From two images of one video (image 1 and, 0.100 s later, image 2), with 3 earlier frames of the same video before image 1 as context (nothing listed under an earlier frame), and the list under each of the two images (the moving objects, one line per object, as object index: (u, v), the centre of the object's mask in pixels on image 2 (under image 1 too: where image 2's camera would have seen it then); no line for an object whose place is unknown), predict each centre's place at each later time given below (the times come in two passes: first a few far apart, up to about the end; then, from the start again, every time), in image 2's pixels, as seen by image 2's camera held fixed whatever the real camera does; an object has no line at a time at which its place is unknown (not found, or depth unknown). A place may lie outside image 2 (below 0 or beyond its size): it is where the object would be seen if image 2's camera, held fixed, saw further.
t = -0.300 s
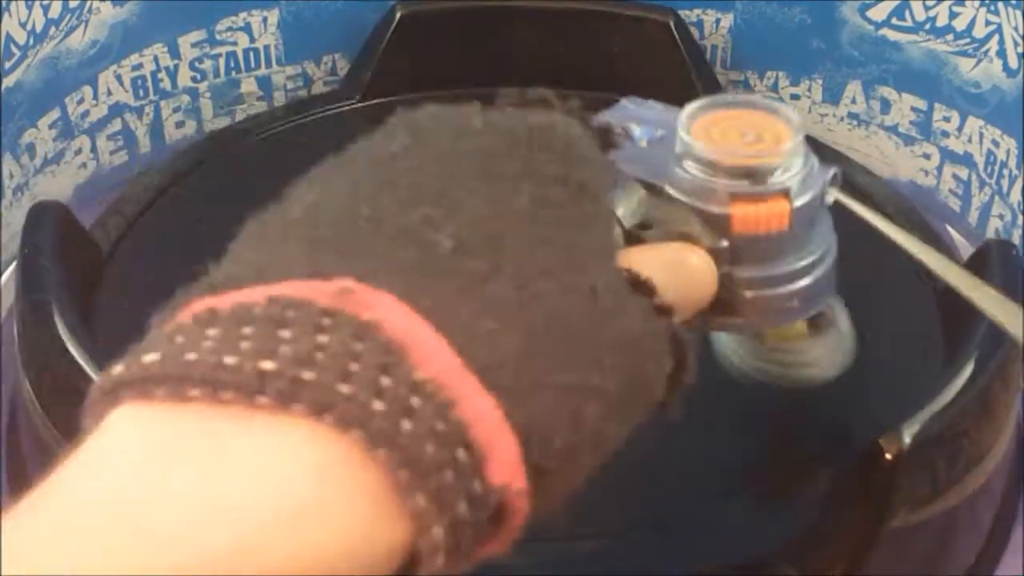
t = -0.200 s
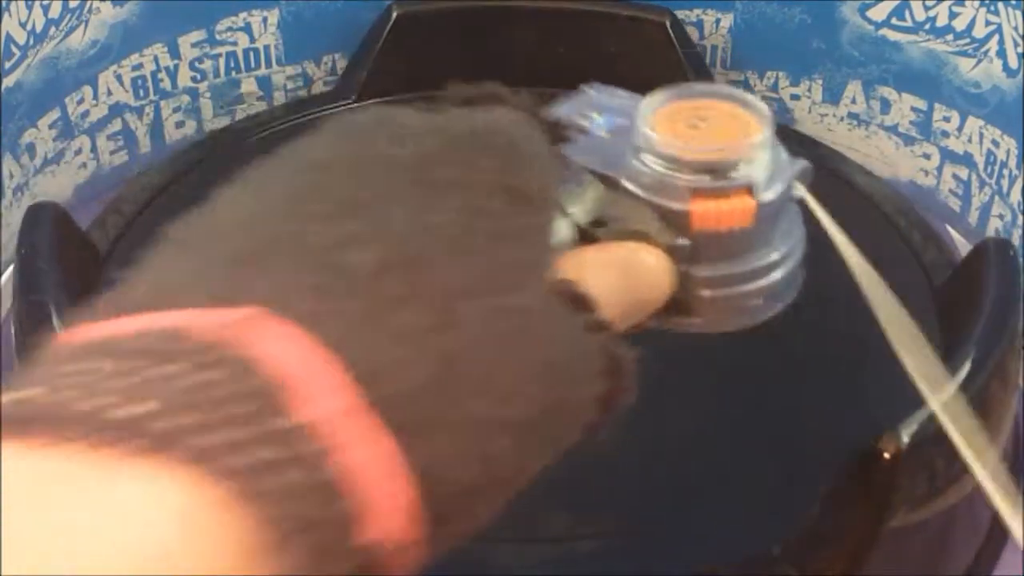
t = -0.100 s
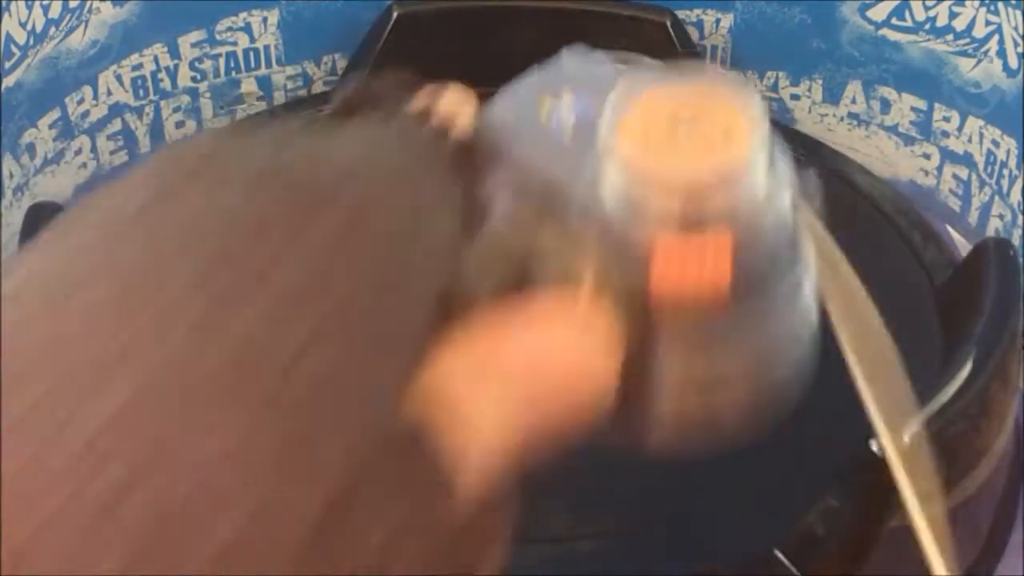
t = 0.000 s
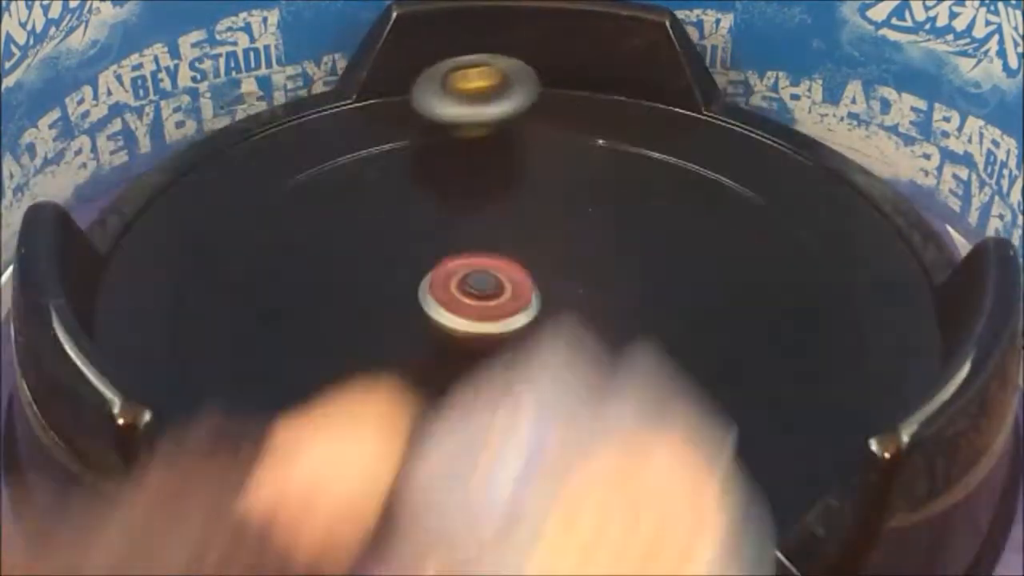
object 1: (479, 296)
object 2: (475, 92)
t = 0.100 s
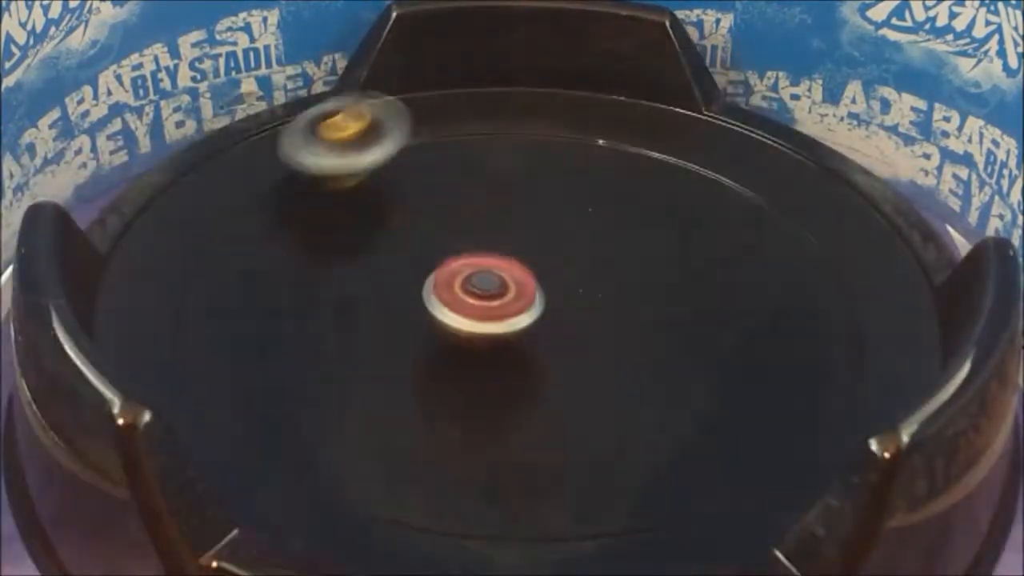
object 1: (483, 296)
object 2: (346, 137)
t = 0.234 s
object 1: (491, 288)
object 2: (247, 243)
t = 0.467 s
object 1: (494, 284)
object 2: (476, 441)
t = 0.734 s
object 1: (499, 284)
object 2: (818, 339)
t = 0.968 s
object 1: (498, 284)
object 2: (787, 220)
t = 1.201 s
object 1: (512, 285)
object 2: (645, 197)
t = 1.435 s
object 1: (522, 315)
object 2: (526, 206)
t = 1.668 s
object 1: (581, 315)
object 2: (470, 242)
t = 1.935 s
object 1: (596, 287)
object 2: (451, 286)
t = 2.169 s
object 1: (612, 277)
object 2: (423, 317)
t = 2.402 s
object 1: (563, 277)
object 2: (468, 341)
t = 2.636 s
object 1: (531, 266)
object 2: (489, 363)
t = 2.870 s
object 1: (474, 289)
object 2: (527, 363)
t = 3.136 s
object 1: (440, 302)
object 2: (573, 355)
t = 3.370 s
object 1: (436, 318)
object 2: (589, 332)
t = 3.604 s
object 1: (440, 321)
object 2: (600, 303)
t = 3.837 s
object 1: (464, 321)
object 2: (583, 276)
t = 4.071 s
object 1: (405, 321)
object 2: (641, 212)
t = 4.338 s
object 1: (420, 324)
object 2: (629, 181)
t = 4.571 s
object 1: (525, 310)
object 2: (539, 205)
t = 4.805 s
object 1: (610, 343)
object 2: (482, 213)
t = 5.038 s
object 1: (668, 306)
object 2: (481, 250)
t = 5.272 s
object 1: (654, 278)
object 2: (508, 272)
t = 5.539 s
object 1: (649, 280)
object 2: (487, 287)
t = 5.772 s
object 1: (622, 284)
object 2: (476, 310)
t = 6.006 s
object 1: (691, 267)
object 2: (362, 332)
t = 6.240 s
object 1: (617, 269)
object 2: (388, 363)
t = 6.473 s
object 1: (538, 278)
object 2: (494, 367)
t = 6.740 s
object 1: (464, 226)
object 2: (538, 361)
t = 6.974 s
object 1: (389, 224)
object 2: (537, 340)
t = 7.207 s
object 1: (350, 239)
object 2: (527, 319)
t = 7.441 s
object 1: (367, 271)
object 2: (512, 299)
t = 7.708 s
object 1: (419, 294)
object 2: (560, 281)
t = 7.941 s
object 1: (463, 313)
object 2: (584, 245)
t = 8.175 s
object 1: (513, 335)
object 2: (587, 211)
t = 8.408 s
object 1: (580, 339)
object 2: (551, 216)
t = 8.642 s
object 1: (625, 328)
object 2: (525, 247)
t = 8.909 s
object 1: (680, 339)
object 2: (507, 240)
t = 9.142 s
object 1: (666, 324)
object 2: (481, 256)
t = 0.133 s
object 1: (484, 294)
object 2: (308, 160)
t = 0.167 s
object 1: (487, 292)
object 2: (279, 186)
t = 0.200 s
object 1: (489, 290)
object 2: (259, 213)
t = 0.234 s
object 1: (491, 288)
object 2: (247, 243)
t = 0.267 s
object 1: (492, 287)
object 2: (245, 275)
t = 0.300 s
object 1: (493, 286)
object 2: (255, 313)
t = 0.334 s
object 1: (493, 285)
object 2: (279, 349)
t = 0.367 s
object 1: (493, 285)
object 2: (314, 381)
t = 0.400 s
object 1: (493, 284)
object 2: (361, 408)
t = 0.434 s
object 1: (494, 284)
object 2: (415, 428)
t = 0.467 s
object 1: (494, 284)
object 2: (476, 441)
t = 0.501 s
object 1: (495, 284)
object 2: (536, 446)
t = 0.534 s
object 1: (496, 284)
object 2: (596, 444)
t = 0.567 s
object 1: (498, 284)
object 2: (650, 435)
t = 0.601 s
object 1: (500, 283)
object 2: (700, 422)
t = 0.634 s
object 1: (500, 283)
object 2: (741, 404)
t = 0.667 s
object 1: (499, 283)
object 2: (775, 383)
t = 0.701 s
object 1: (499, 284)
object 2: (800, 362)
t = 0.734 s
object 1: (499, 284)
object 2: (818, 339)
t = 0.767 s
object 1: (499, 283)
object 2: (829, 317)
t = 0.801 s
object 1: (499, 283)
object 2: (834, 296)
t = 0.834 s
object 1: (499, 284)
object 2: (832, 276)
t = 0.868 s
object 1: (498, 284)
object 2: (826, 259)
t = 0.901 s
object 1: (498, 284)
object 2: (815, 244)
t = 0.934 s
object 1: (499, 284)
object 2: (802, 230)
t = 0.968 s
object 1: (498, 284)
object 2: (787, 220)
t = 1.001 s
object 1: (499, 284)
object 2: (769, 212)
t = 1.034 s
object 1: (500, 284)
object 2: (751, 206)
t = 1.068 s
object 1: (502, 284)
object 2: (730, 201)
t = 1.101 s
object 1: (503, 284)
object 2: (710, 198)
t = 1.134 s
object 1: (505, 284)
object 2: (689, 196)
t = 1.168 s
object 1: (508, 285)
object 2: (667, 196)
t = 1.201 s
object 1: (512, 285)
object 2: (645, 197)
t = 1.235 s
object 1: (517, 284)
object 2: (623, 199)
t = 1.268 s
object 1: (523, 283)
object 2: (601, 202)
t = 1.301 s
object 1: (526, 283)
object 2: (579, 206)
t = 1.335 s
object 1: (527, 290)
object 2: (562, 206)
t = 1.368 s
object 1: (524, 301)
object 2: (549, 204)
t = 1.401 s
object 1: (522, 309)
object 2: (537, 204)
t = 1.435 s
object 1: (522, 315)
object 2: (526, 206)
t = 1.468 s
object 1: (524, 318)
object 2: (515, 210)
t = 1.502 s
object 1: (531, 320)
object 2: (505, 214)
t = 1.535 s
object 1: (540, 321)
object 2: (496, 218)
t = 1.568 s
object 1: (550, 321)
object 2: (489, 224)
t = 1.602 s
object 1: (561, 320)
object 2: (482, 229)
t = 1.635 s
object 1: (571, 318)
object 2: (475, 235)
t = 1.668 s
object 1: (581, 315)
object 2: (470, 242)
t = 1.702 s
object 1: (588, 312)
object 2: (465, 248)
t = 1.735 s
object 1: (593, 307)
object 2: (462, 254)
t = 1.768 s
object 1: (597, 303)
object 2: (460, 260)
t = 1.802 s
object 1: (598, 299)
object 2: (459, 266)
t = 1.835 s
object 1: (597, 295)
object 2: (458, 272)
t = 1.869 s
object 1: (594, 293)
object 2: (459, 278)
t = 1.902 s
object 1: (590, 291)
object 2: (460, 284)
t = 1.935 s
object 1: (596, 287)
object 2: (451, 286)
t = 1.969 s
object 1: (611, 287)
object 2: (435, 290)
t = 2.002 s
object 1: (623, 285)
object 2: (423, 293)
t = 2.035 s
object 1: (628, 284)
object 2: (417, 297)
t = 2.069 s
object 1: (627, 282)
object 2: (415, 302)
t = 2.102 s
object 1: (623, 280)
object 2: (416, 307)
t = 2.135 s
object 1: (618, 278)
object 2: (419, 312)
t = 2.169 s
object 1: (612, 277)
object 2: (423, 317)
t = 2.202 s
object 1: (605, 275)
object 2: (428, 321)
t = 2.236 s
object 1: (598, 275)
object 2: (433, 325)
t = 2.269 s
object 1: (591, 274)
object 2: (439, 329)
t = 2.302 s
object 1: (584, 275)
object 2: (445, 333)
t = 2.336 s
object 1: (577, 275)
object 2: (452, 336)
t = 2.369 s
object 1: (570, 276)
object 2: (460, 338)
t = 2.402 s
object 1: (563, 277)
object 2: (468, 341)
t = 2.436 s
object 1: (556, 277)
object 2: (475, 342)
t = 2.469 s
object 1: (549, 277)
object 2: (482, 344)
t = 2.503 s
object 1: (547, 273)
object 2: (480, 350)
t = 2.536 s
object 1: (547, 268)
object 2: (478, 356)
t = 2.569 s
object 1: (545, 265)
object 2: (479, 360)
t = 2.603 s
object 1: (539, 265)
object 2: (484, 361)
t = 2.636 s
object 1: (531, 266)
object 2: (489, 363)
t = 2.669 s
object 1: (521, 268)
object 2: (495, 364)
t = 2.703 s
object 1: (512, 271)
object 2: (501, 365)
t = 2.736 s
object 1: (503, 274)
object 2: (506, 365)
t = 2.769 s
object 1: (494, 277)
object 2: (511, 365)
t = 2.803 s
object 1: (487, 281)
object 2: (517, 364)
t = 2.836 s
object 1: (480, 285)
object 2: (522, 364)
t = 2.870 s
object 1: (474, 289)
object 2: (527, 363)
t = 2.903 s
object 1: (467, 292)
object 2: (534, 364)
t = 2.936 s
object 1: (460, 290)
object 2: (544, 368)
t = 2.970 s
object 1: (454, 287)
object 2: (552, 368)
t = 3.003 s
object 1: (450, 289)
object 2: (558, 366)
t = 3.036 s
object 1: (447, 292)
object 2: (562, 364)
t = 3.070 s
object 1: (444, 295)
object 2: (566, 361)
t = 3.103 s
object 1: (441, 300)
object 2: (570, 358)
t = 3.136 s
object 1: (440, 302)
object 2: (573, 355)
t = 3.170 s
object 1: (438, 306)
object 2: (575, 352)
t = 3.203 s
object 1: (438, 309)
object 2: (576, 349)
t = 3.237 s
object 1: (438, 312)
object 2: (577, 345)
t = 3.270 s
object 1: (439, 314)
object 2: (578, 342)
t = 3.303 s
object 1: (441, 317)
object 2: (578, 338)
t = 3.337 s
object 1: (444, 320)
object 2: (578, 335)
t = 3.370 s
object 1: (436, 318)
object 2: (589, 332)
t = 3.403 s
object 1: (426, 316)
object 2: (601, 329)
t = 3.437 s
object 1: (423, 316)
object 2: (606, 325)
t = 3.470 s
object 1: (423, 316)
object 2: (608, 321)
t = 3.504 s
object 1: (426, 318)
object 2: (607, 316)
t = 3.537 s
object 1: (430, 320)
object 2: (605, 312)
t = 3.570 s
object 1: (435, 320)
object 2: (602, 308)
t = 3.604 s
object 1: (440, 321)
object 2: (600, 303)
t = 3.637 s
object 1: (445, 321)
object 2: (597, 299)
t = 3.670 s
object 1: (450, 322)
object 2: (593, 296)
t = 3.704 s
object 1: (455, 322)
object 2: (590, 292)
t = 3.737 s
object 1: (460, 321)
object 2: (585, 289)
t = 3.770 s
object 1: (466, 320)
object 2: (581, 286)
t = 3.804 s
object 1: (466, 320)
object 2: (581, 281)
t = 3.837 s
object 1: (464, 321)
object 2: (583, 276)
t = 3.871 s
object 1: (465, 321)
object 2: (584, 272)
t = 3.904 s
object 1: (471, 320)
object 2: (581, 269)
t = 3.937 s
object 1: (478, 319)
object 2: (577, 266)
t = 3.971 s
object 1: (482, 320)
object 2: (573, 262)
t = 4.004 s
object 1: (457, 321)
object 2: (596, 238)
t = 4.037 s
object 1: (430, 325)
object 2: (622, 230)
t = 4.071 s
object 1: (405, 321)
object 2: (641, 212)
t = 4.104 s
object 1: (383, 333)
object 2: (656, 207)
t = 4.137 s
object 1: (370, 325)
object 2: (665, 199)
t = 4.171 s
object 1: (361, 332)
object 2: (667, 192)
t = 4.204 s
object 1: (359, 331)
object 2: (663, 186)
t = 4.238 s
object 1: (365, 330)
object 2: (656, 183)
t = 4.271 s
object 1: (378, 328)
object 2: (648, 182)
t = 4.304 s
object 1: (398, 326)
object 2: (639, 181)
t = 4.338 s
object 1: (420, 324)
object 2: (629, 181)
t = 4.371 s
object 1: (441, 322)
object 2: (618, 182)
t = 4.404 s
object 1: (461, 320)
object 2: (606, 183)
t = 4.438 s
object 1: (478, 318)
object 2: (594, 186)
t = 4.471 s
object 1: (492, 317)
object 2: (579, 190)
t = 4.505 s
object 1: (504, 315)
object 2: (566, 194)
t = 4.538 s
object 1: (515, 313)
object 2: (552, 200)
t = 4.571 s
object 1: (525, 310)
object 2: (539, 205)
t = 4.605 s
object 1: (535, 307)
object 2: (528, 211)
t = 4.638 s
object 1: (544, 304)
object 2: (519, 217)
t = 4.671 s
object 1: (555, 307)
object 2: (510, 220)
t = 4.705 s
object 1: (571, 322)
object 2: (500, 213)
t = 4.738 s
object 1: (585, 334)
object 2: (491, 210)
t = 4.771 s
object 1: (598, 341)
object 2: (486, 211)
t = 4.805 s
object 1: (610, 343)
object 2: (482, 213)
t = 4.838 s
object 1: (622, 343)
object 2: (479, 217)
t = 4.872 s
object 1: (633, 339)
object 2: (476, 222)
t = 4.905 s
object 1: (644, 334)
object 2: (475, 228)
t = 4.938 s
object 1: (654, 327)
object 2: (475, 234)
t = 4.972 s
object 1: (662, 319)
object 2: (476, 239)
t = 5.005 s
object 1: (666, 312)
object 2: (478, 245)
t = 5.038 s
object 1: (668, 306)
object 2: (481, 250)
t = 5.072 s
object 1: (668, 299)
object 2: (485, 255)
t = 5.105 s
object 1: (667, 293)
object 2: (489, 259)
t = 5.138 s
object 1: (666, 289)
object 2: (494, 263)
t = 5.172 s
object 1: (663, 285)
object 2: (498, 266)
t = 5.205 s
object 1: (661, 282)
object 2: (501, 268)
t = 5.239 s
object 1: (658, 280)
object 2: (505, 270)
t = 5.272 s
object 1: (654, 278)
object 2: (508, 272)
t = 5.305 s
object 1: (648, 277)
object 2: (512, 274)
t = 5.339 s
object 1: (644, 277)
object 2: (513, 276)
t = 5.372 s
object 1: (648, 278)
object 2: (506, 277)
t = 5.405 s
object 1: (647, 279)
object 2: (503, 280)
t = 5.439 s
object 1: (643, 280)
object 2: (504, 282)
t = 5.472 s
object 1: (637, 281)
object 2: (506, 285)
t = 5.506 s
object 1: (639, 280)
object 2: (501, 286)
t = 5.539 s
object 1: (649, 280)
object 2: (487, 287)
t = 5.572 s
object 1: (653, 281)
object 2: (476, 288)
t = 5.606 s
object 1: (651, 282)
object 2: (470, 291)
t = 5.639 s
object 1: (646, 282)
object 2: (469, 295)
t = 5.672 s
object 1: (641, 282)
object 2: (470, 299)
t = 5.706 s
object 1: (635, 283)
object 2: (472, 302)
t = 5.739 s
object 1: (629, 283)
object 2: (474, 306)
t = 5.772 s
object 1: (622, 284)
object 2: (476, 310)
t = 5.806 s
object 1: (614, 285)
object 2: (479, 313)
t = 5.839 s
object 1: (606, 287)
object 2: (482, 316)
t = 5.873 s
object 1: (613, 285)
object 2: (468, 317)
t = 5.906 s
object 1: (640, 277)
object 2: (433, 324)
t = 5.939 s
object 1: (665, 272)
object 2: (403, 327)
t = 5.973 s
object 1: (682, 269)
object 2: (379, 329)
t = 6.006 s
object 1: (691, 267)
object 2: (362, 332)
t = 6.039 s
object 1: (691, 268)
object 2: (353, 335)
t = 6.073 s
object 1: (683, 267)
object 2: (351, 340)
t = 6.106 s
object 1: (670, 267)
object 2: (354, 346)
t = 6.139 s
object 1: (656, 267)
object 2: (360, 351)
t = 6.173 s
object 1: (643, 267)
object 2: (367, 356)
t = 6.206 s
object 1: (630, 268)
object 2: (377, 359)
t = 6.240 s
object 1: (617, 269)
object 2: (388, 363)
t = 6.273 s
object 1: (604, 270)
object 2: (403, 366)
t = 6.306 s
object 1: (592, 271)
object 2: (418, 369)
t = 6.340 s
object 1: (580, 274)
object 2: (434, 371)
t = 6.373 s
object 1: (569, 275)
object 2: (451, 372)
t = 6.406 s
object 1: (558, 275)
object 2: (466, 371)
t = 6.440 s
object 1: (548, 277)
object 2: (481, 370)
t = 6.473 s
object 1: (538, 278)
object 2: (494, 367)
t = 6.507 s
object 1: (529, 279)
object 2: (505, 364)
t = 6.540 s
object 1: (519, 279)
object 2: (514, 359)
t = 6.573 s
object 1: (511, 276)
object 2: (521, 358)
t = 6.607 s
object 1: (504, 260)
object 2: (525, 366)
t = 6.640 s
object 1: (496, 246)
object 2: (528, 368)
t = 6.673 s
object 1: (487, 236)
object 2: (531, 367)
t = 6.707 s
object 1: (476, 229)
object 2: (535, 364)
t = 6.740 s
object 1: (464, 226)
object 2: (538, 361)
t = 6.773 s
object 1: (452, 225)
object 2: (539, 357)
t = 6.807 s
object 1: (441, 225)
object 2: (540, 354)
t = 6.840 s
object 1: (430, 224)
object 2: (540, 351)
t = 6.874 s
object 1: (419, 224)
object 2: (540, 348)
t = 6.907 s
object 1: (408, 223)
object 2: (539, 346)
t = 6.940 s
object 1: (398, 224)
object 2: (538, 343)
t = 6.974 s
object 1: (389, 224)
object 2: (537, 340)
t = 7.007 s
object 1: (381, 224)
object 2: (537, 337)
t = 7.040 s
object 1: (373, 227)
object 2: (535, 334)
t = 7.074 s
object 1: (367, 228)
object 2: (534, 331)
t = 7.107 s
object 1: (361, 230)
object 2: (533, 328)
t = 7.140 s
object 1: (356, 233)
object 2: (531, 325)
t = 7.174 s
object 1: (353, 236)
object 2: (529, 322)
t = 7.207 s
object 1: (350, 239)
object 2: (527, 319)
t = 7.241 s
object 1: (349, 243)
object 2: (525, 316)
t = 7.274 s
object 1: (349, 247)
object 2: (523, 313)
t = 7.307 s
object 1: (351, 252)
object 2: (521, 310)
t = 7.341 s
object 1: (353, 257)
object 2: (519, 307)
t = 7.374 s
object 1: (356, 261)
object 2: (516, 304)
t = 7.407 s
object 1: (361, 266)
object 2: (514, 302)
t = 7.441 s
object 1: (367, 271)
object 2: (512, 299)
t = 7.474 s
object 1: (374, 276)
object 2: (509, 296)
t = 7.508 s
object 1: (377, 279)
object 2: (511, 292)
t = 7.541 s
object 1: (372, 280)
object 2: (526, 294)
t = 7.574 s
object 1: (375, 281)
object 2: (539, 293)
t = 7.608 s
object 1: (383, 284)
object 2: (550, 291)
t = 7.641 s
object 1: (394, 288)
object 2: (556, 289)
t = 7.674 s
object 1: (407, 291)
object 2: (560, 286)
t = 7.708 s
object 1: (419, 294)
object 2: (560, 281)
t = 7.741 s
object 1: (432, 297)
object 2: (559, 277)
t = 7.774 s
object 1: (440, 299)
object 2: (561, 273)
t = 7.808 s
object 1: (447, 302)
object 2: (565, 269)
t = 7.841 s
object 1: (454, 304)
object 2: (570, 264)
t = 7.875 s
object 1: (463, 305)
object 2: (571, 260)
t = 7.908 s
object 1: (472, 307)
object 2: (572, 256)
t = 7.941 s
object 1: (463, 313)
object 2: (584, 245)
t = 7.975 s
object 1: (459, 317)
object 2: (594, 237)
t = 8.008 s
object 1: (463, 321)
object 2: (598, 230)
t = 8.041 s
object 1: (471, 324)
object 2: (598, 225)
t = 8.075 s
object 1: (481, 328)
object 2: (596, 220)
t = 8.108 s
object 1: (492, 330)
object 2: (593, 216)
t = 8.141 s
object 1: (502, 333)
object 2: (590, 213)
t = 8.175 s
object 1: (513, 335)
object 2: (587, 211)
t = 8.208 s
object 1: (524, 337)
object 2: (583, 209)
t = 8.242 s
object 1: (534, 338)
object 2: (579, 208)
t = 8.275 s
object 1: (544, 339)
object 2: (574, 208)
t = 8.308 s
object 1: (554, 339)
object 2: (569, 209)
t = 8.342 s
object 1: (563, 339)
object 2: (564, 210)
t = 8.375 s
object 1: (571, 339)
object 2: (558, 212)
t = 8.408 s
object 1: (580, 339)
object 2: (551, 216)
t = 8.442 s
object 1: (588, 338)
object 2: (545, 220)
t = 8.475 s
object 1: (596, 337)
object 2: (539, 224)
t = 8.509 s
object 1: (603, 335)
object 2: (534, 229)
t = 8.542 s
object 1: (609, 334)
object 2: (530, 234)
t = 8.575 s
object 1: (615, 332)
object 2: (527, 239)
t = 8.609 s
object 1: (621, 330)
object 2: (525, 243)
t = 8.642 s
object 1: (625, 328)
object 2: (525, 247)
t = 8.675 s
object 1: (629, 326)
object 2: (527, 250)
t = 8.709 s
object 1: (632, 324)
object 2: (529, 252)
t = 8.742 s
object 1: (633, 322)
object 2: (531, 255)
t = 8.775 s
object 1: (634, 320)
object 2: (534, 257)
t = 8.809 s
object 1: (635, 317)
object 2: (536, 260)
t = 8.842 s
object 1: (639, 318)
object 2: (537, 261)
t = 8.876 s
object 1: (663, 330)
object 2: (521, 249)
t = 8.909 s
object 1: (680, 339)
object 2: (507, 240)
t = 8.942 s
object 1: (691, 345)
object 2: (495, 235)
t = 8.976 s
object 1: (694, 345)
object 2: (487, 234)
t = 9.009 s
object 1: (694, 343)
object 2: (482, 236)
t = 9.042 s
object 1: (691, 338)
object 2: (480, 241)
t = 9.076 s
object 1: (685, 333)
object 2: (479, 245)
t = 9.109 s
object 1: (677, 328)
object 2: (480, 250)
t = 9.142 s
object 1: (666, 324)
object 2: (481, 256)
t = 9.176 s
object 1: (655, 319)
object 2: (483, 261)
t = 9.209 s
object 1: (644, 316)
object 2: (486, 265)
